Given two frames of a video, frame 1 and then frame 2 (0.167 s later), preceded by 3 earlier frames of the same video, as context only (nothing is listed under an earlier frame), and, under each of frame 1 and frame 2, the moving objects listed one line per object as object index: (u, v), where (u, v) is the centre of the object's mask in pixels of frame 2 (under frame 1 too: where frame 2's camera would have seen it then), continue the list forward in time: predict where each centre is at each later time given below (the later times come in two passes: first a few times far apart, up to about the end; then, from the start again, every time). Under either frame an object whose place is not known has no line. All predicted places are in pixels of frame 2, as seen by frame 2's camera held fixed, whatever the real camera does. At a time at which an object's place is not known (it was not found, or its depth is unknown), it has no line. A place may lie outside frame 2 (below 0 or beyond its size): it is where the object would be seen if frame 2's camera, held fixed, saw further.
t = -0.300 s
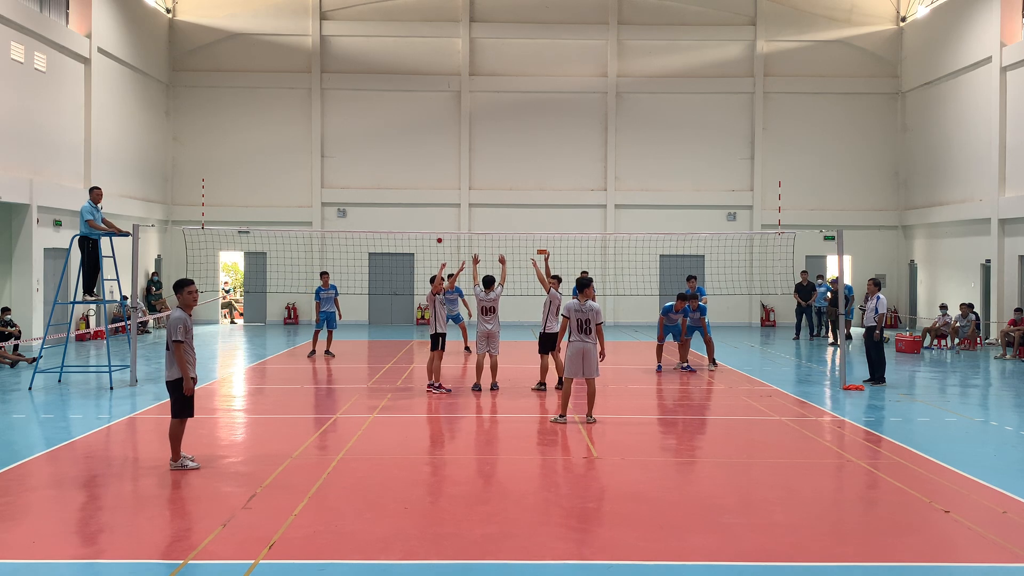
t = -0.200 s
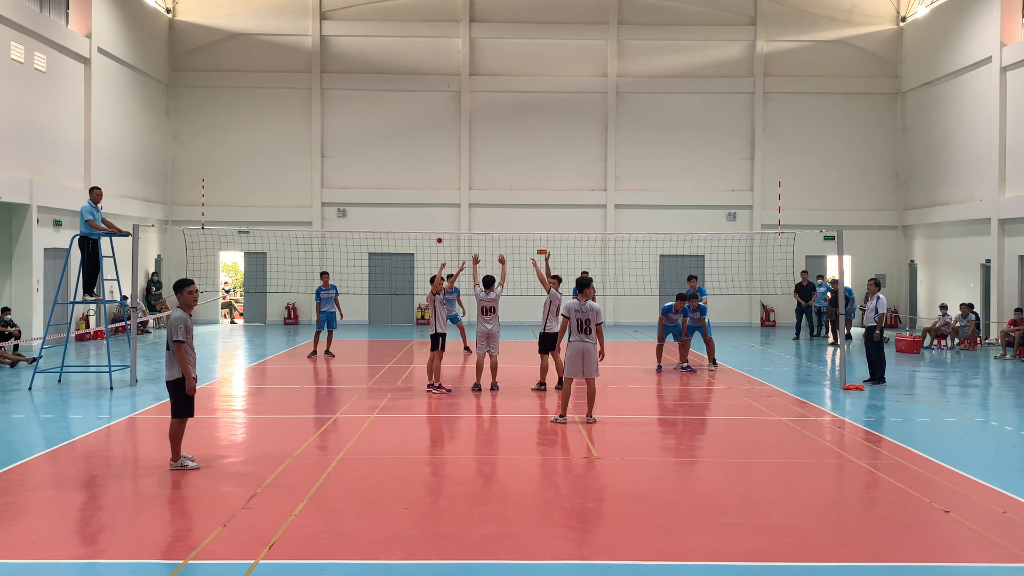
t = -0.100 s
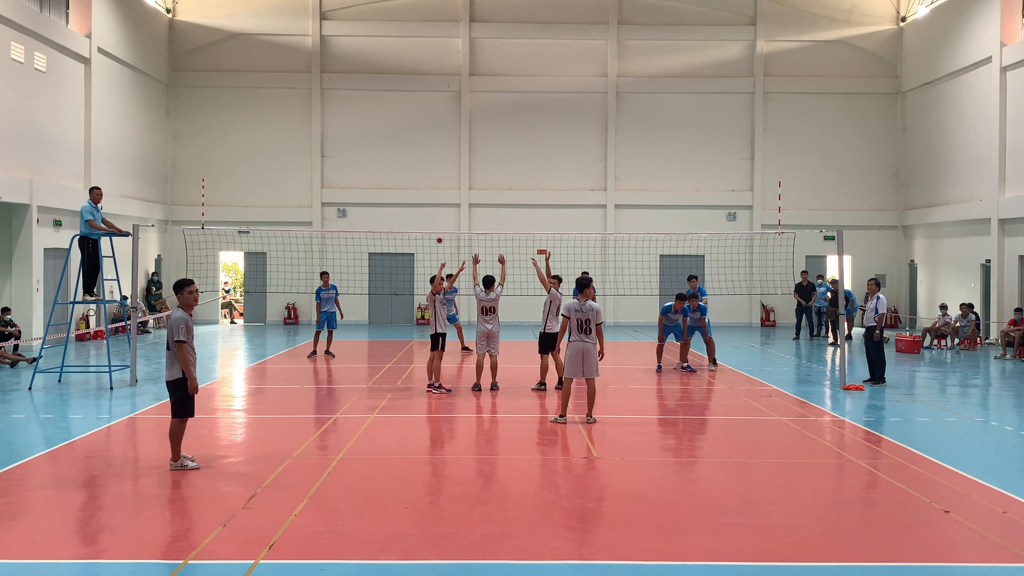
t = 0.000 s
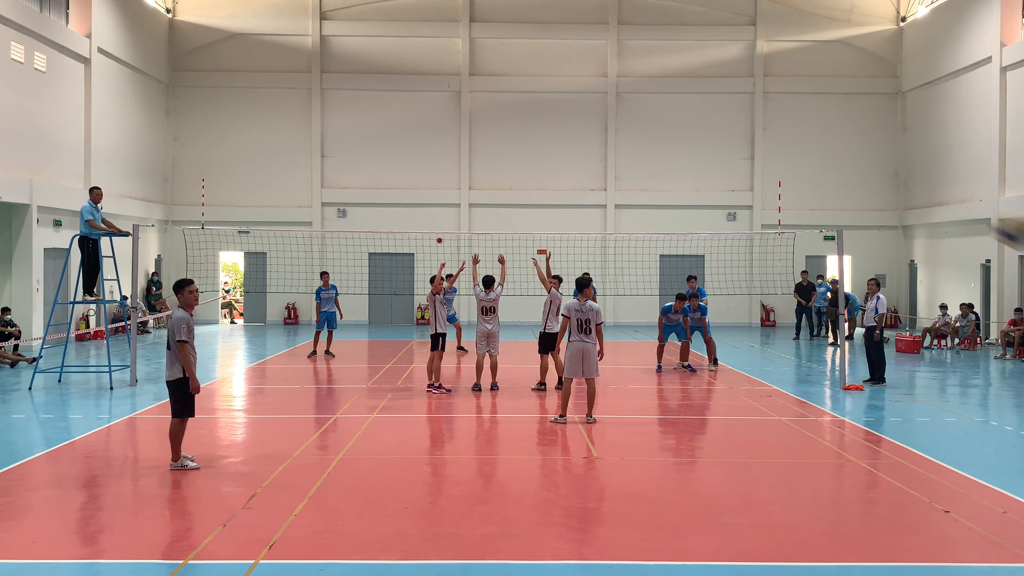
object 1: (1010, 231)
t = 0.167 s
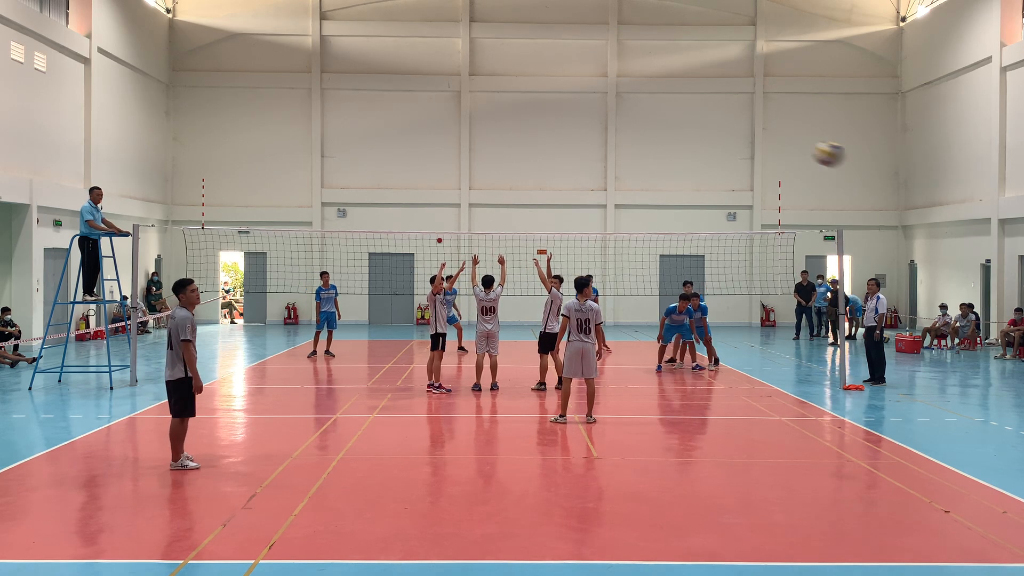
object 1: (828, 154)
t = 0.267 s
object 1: (761, 138)
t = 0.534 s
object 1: (647, 146)
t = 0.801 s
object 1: (582, 188)
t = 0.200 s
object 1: (803, 147)
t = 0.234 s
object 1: (781, 142)
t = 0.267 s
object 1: (761, 138)
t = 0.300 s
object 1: (742, 136)
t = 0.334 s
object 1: (725, 135)
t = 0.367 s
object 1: (709, 135)
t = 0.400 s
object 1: (695, 136)
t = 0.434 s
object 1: (681, 138)
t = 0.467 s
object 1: (669, 140)
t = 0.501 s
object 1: (657, 143)
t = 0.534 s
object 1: (647, 146)
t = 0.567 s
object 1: (637, 150)
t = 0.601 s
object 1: (628, 154)
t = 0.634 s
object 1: (619, 159)
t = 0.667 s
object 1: (612, 164)
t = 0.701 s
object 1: (604, 169)
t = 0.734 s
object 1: (597, 175)
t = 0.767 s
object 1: (589, 181)
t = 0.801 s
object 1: (582, 188)
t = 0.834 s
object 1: (576, 195)
